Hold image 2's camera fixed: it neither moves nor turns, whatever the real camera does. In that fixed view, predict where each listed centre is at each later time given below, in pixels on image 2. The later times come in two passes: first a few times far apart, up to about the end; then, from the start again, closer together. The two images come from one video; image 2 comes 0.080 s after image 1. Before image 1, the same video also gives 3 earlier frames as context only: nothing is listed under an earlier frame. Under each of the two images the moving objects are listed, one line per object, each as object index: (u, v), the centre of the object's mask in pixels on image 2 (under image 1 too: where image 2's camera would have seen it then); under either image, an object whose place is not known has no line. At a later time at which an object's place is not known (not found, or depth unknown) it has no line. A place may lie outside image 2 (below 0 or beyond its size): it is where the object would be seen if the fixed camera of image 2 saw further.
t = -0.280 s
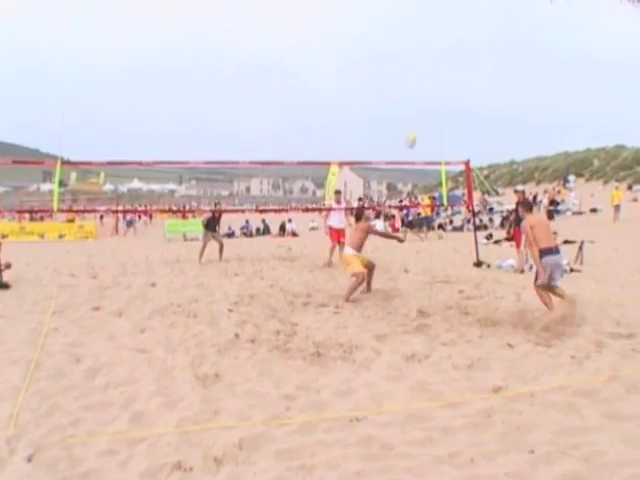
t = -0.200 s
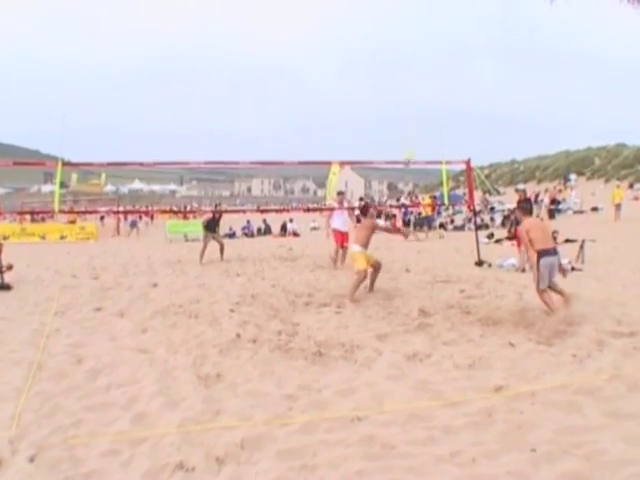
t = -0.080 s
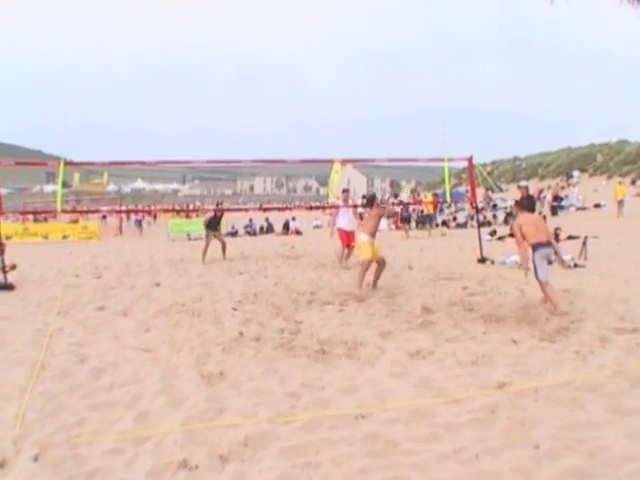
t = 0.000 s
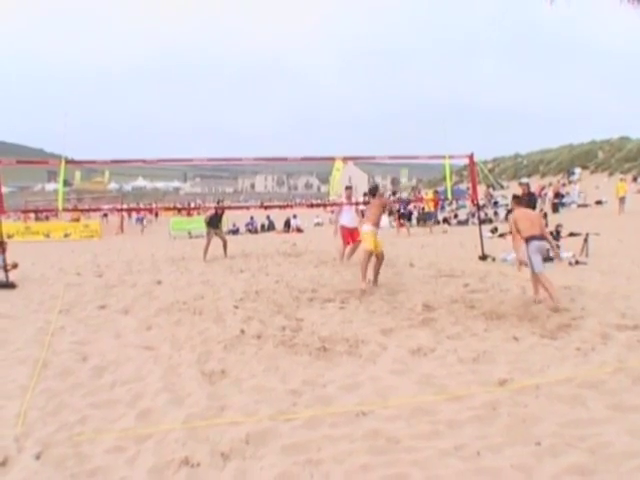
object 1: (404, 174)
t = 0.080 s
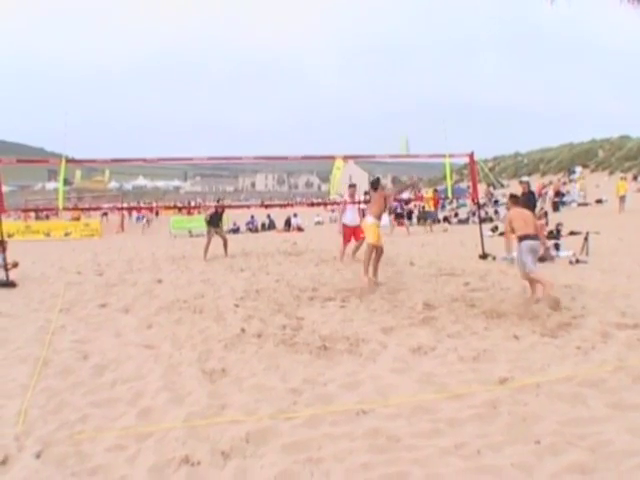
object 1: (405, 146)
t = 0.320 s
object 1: (399, 73)
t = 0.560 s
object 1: (399, 35)
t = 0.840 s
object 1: (401, 27)
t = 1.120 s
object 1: (406, 60)
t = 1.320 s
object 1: (411, 105)
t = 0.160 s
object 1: (402, 118)
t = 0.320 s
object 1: (399, 73)
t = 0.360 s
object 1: (399, 64)
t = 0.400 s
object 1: (398, 56)
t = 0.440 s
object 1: (398, 50)
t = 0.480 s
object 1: (398, 44)
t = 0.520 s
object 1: (398, 39)
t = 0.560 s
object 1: (399, 35)
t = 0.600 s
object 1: (399, 31)
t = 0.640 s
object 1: (399, 28)
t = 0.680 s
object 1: (399, 27)
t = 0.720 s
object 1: (399, 26)
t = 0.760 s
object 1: (400, 25)
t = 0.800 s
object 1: (401, 26)
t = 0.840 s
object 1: (401, 27)
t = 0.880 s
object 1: (402, 30)
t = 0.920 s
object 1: (402, 33)
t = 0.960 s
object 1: (402, 37)
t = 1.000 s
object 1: (403, 41)
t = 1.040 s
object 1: (404, 47)
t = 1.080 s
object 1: (405, 52)
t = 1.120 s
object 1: (406, 60)
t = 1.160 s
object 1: (407, 68)
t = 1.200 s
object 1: (408, 76)
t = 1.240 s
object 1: (409, 85)
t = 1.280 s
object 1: (410, 95)
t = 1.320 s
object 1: (411, 105)
